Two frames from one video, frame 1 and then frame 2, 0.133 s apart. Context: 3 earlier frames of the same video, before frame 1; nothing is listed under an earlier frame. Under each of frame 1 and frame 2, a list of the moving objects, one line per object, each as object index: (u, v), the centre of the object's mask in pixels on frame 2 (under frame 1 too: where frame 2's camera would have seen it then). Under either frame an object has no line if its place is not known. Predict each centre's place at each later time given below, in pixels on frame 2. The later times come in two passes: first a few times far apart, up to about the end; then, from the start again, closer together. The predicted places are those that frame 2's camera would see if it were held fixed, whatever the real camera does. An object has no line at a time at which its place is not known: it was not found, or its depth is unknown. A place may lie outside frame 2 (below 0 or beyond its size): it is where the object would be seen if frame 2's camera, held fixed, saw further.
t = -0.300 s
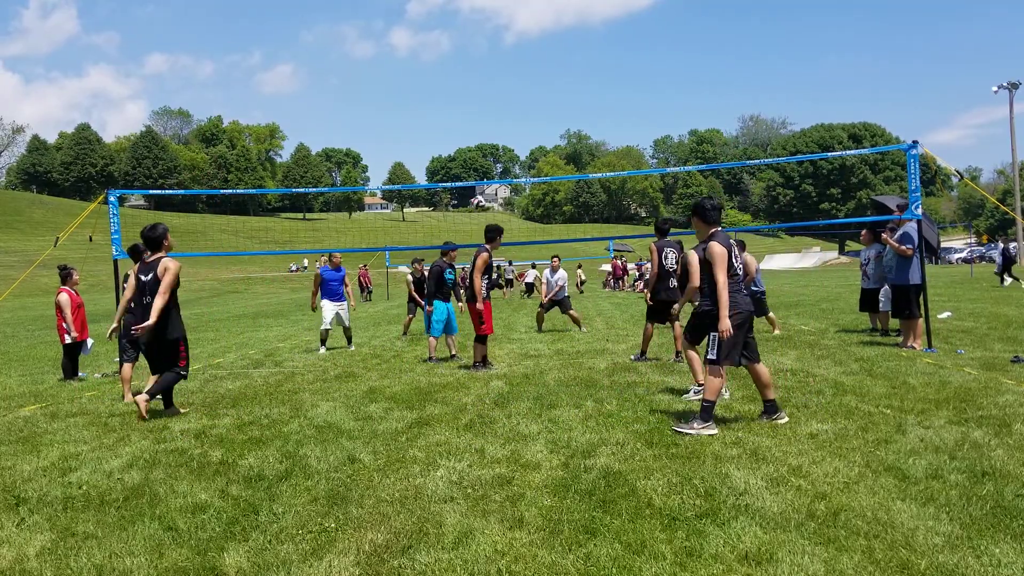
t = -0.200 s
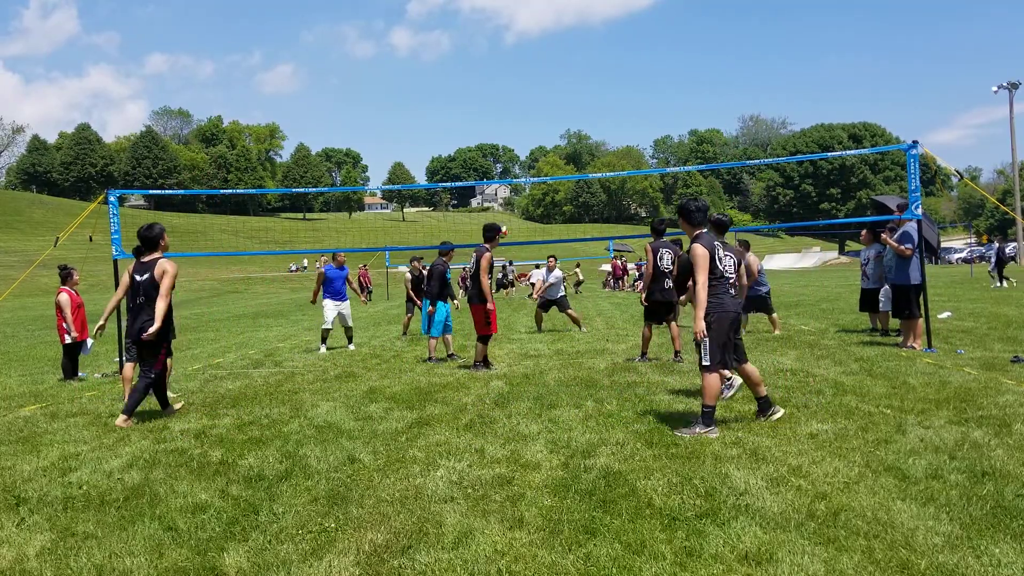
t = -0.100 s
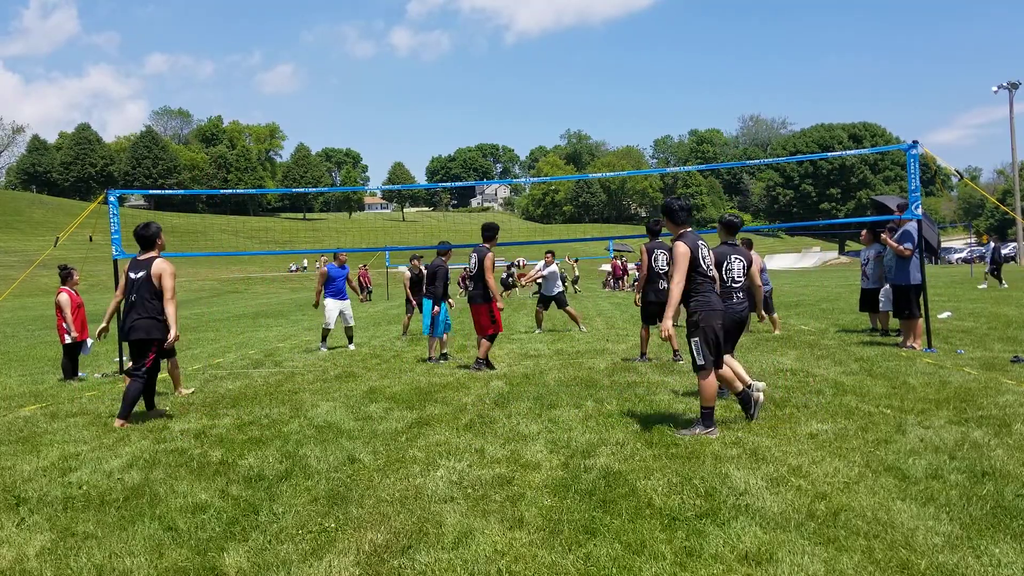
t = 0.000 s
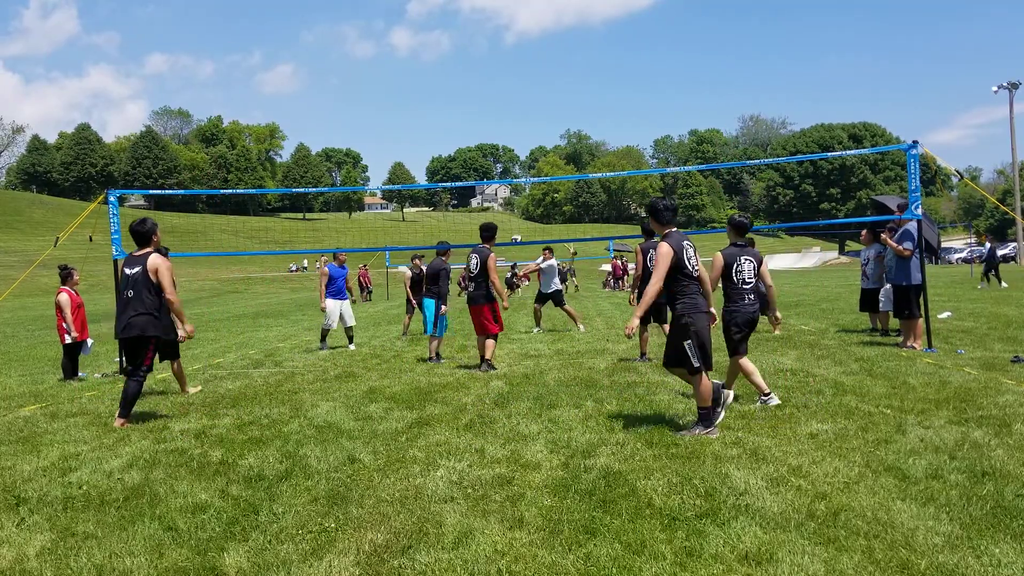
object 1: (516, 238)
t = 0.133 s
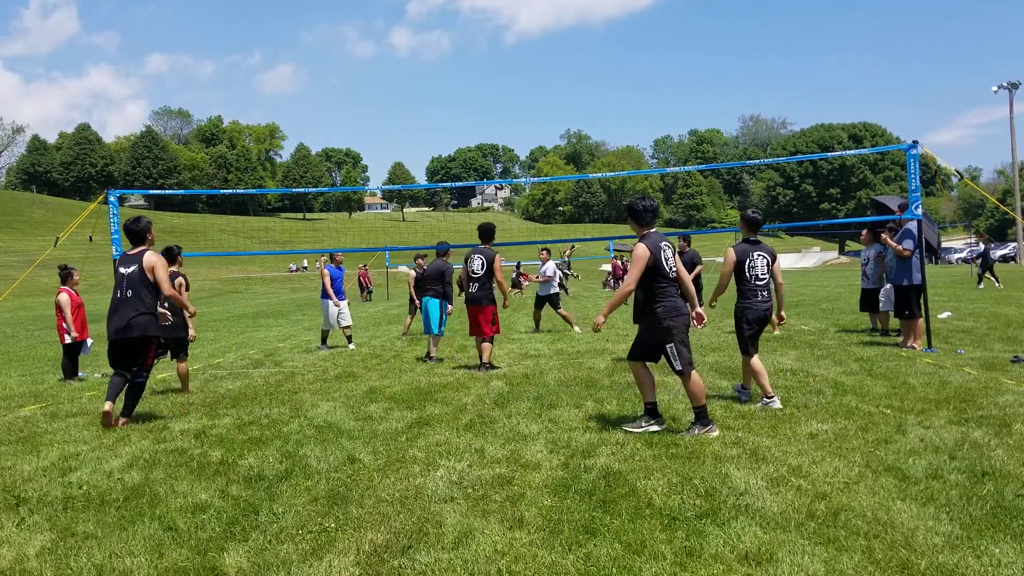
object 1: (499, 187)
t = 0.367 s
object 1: (469, 109)
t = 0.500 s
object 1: (453, 77)
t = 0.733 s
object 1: (424, 44)
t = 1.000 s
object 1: (391, 44)
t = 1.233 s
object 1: (364, 77)
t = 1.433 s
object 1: (342, 131)
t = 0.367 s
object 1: (469, 109)
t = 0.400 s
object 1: (465, 100)
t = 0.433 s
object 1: (461, 92)
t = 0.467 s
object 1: (457, 84)
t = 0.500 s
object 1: (453, 77)
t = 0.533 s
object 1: (448, 71)
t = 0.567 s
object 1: (444, 65)
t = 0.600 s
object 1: (440, 60)
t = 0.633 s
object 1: (436, 55)
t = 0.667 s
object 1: (432, 51)
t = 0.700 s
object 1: (428, 47)
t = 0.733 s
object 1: (424, 44)
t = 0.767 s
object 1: (420, 42)
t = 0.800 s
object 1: (415, 40)
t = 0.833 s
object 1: (411, 40)
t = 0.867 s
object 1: (407, 39)
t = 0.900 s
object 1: (403, 39)
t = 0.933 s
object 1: (399, 40)
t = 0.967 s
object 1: (395, 42)
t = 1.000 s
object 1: (391, 44)
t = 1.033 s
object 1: (387, 47)
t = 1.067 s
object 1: (384, 50)
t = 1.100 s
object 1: (379, 54)
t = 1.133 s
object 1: (375, 59)
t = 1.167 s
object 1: (371, 64)
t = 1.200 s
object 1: (368, 70)
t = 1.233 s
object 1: (364, 77)
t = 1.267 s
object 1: (360, 85)
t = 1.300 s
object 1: (356, 92)
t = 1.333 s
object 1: (353, 101)
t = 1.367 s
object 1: (349, 110)
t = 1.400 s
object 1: (345, 121)
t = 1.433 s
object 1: (342, 131)
